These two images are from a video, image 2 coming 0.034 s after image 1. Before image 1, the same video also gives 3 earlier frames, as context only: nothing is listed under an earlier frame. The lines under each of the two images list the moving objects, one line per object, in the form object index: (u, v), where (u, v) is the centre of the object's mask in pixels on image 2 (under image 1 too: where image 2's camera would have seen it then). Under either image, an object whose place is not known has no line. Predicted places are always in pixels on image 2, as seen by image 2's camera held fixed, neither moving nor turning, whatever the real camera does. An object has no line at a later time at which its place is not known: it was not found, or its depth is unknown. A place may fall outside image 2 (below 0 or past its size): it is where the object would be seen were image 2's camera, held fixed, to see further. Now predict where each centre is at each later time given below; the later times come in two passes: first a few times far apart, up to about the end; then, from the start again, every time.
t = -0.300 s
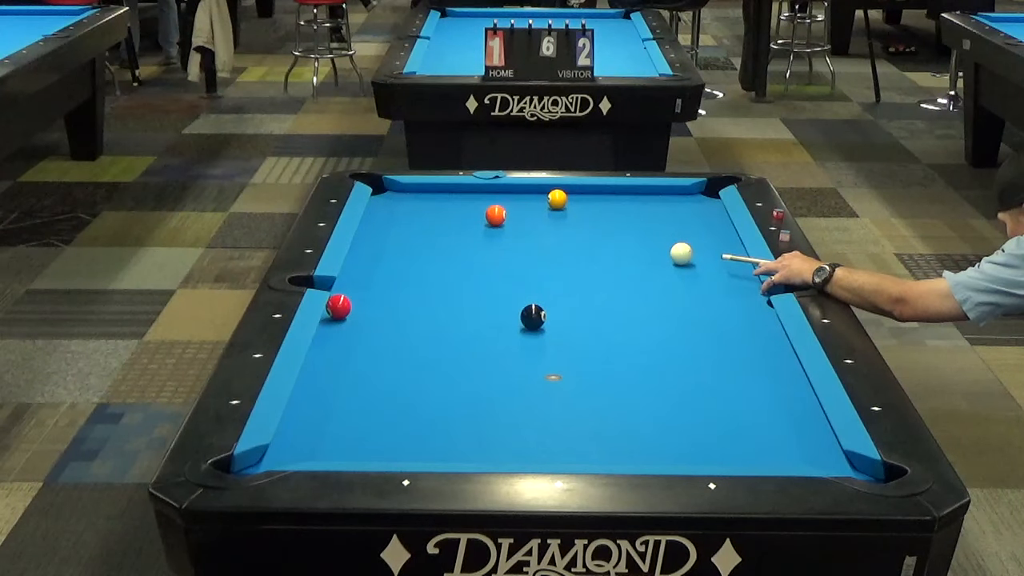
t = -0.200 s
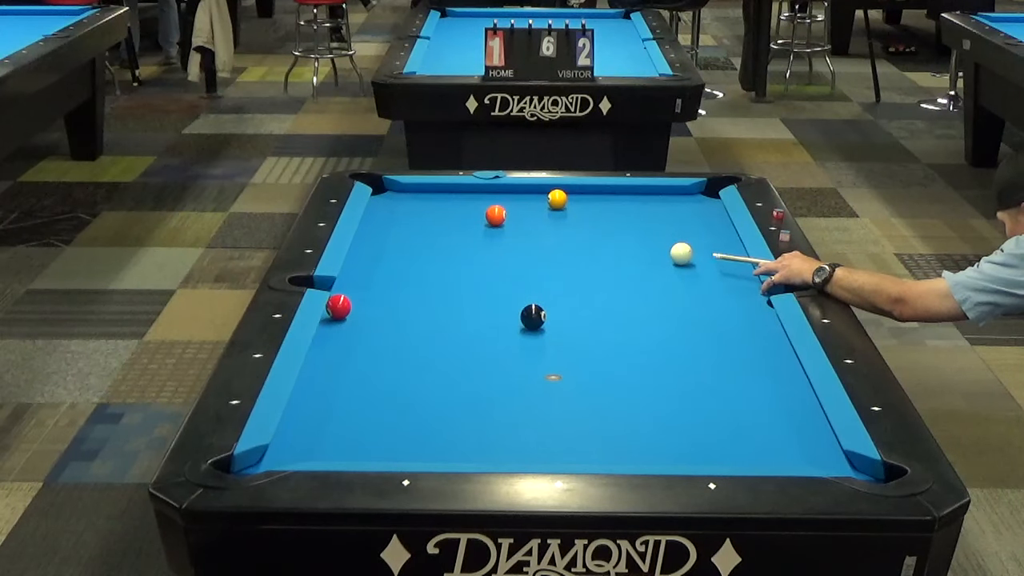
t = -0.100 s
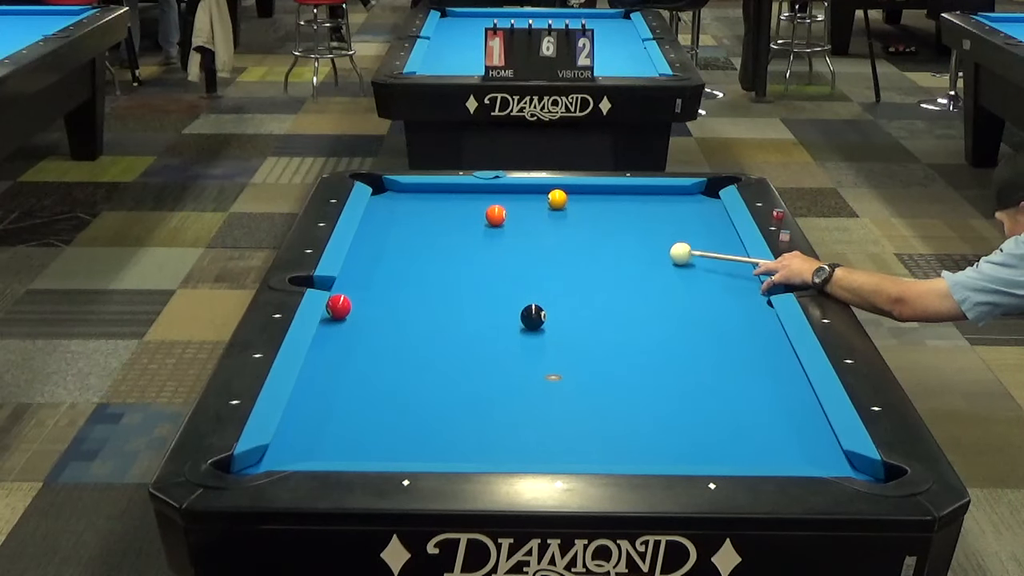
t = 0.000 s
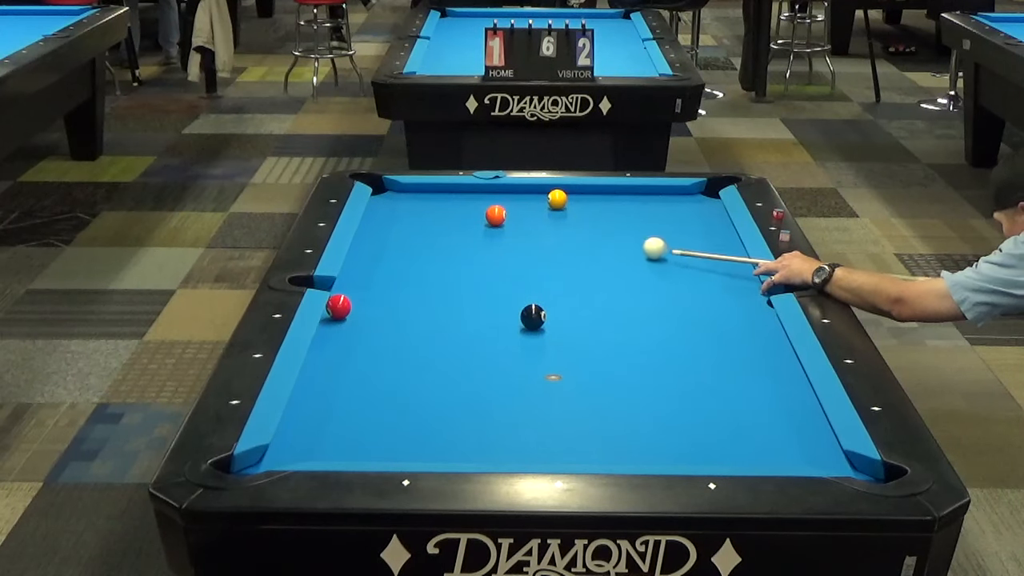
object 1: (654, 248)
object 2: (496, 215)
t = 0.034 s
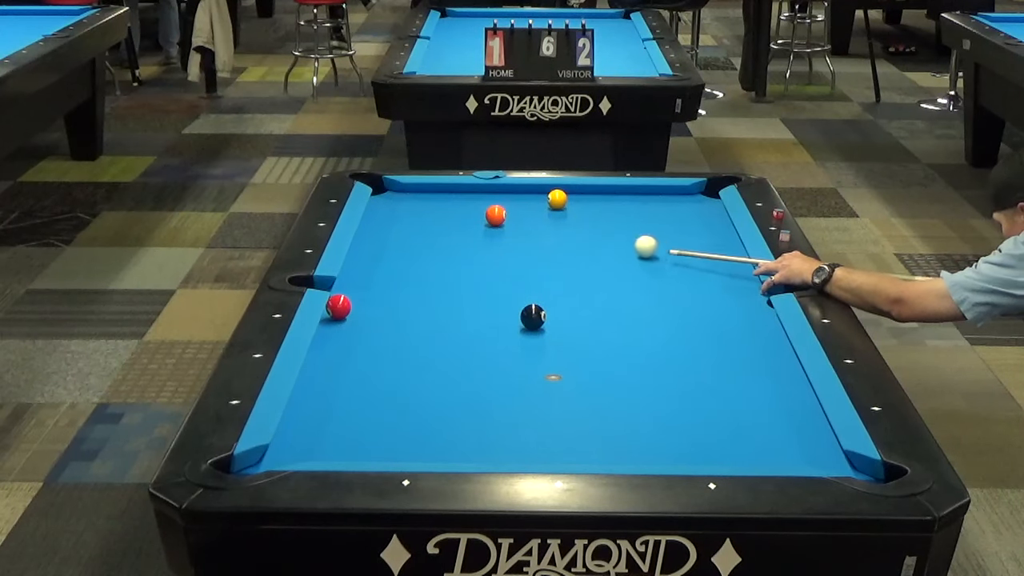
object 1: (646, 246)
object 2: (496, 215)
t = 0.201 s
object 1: (606, 238)
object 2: (496, 215)
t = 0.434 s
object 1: (553, 228)
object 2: (496, 215)
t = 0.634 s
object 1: (511, 220)
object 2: (494, 215)
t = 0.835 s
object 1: (498, 219)
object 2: (473, 209)
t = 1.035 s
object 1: (486, 219)
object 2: (453, 203)
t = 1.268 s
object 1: (473, 218)
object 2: (432, 197)
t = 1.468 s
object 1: (463, 218)
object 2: (415, 193)
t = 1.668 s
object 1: (454, 218)
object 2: (400, 189)
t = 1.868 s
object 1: (447, 217)
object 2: (385, 184)
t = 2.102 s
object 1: (440, 217)
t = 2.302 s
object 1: (436, 217)
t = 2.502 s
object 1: (432, 217)
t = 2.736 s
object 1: (430, 217)
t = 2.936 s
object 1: (429, 217)
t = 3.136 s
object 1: (429, 217)
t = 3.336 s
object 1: (429, 217)
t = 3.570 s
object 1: (429, 217)
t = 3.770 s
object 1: (429, 217)
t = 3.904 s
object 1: (429, 217)
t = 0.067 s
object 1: (638, 245)
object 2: (496, 215)
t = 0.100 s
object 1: (629, 243)
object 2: (496, 215)
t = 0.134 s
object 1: (622, 241)
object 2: (496, 215)
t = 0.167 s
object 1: (614, 240)
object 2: (496, 215)
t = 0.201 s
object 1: (606, 238)
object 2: (496, 215)
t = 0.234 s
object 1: (598, 237)
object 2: (496, 215)
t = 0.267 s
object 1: (590, 235)
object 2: (496, 215)
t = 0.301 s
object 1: (582, 234)
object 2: (496, 215)
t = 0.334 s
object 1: (575, 232)
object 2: (496, 215)
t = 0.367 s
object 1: (568, 231)
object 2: (496, 215)
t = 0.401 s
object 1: (560, 229)
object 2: (496, 215)
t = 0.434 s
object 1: (553, 228)
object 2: (496, 215)
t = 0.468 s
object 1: (546, 227)
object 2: (496, 215)
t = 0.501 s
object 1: (538, 225)
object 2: (496, 215)
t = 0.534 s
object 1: (531, 224)
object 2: (496, 215)
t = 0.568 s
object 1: (524, 222)
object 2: (496, 215)
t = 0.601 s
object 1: (517, 221)
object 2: (496, 215)
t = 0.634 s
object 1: (511, 220)
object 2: (494, 215)
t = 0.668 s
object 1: (509, 220)
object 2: (491, 214)
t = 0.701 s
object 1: (507, 220)
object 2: (487, 212)
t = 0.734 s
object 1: (504, 220)
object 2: (483, 212)
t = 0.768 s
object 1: (502, 220)
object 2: (479, 211)
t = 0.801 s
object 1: (500, 220)
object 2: (476, 210)
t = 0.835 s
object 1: (498, 219)
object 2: (473, 209)
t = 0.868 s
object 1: (496, 219)
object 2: (470, 208)
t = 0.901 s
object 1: (494, 219)
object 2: (466, 207)
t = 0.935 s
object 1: (492, 219)
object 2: (463, 206)
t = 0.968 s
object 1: (490, 219)
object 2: (459, 205)
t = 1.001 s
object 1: (488, 219)
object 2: (456, 204)
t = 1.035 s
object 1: (486, 219)
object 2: (453, 203)
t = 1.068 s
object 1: (484, 219)
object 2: (450, 203)
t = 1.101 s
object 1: (482, 219)
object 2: (447, 202)
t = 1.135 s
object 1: (480, 219)
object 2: (444, 201)
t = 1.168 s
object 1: (478, 219)
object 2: (441, 200)
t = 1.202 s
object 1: (476, 218)
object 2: (438, 199)
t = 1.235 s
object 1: (474, 218)
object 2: (435, 198)
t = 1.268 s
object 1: (473, 218)
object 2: (432, 197)
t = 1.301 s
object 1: (471, 218)
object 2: (429, 197)
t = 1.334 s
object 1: (469, 218)
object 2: (426, 196)
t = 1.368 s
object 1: (468, 218)
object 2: (424, 195)
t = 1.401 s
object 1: (466, 218)
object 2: (421, 194)
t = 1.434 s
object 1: (464, 218)
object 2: (418, 194)
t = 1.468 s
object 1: (463, 218)
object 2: (415, 193)
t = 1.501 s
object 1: (461, 218)
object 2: (412, 192)
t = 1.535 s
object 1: (460, 218)
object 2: (410, 192)
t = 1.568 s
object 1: (458, 218)
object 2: (407, 191)
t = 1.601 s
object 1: (457, 218)
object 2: (405, 190)
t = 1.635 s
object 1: (456, 218)
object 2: (402, 189)
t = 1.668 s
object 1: (454, 218)
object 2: (400, 189)
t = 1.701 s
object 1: (453, 218)
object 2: (397, 188)
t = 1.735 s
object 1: (452, 218)
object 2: (394, 188)
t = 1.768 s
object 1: (450, 218)
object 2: (392, 187)
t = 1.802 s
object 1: (449, 218)
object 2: (390, 186)
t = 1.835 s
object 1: (448, 218)
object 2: (387, 185)
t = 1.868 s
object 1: (447, 217)
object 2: (385, 184)
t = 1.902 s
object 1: (446, 217)
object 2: (383, 184)
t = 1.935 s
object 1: (445, 217)
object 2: (380, 184)
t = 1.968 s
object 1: (444, 217)
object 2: (378, 184)
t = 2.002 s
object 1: (443, 217)
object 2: (377, 187)
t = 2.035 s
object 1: (442, 217)
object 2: (376, 191)
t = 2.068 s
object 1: (441, 217)
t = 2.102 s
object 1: (440, 217)
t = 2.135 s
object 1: (439, 217)
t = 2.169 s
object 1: (438, 217)
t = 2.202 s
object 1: (438, 217)
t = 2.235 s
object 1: (437, 217)
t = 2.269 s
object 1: (436, 217)
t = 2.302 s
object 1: (436, 217)
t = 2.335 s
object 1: (435, 217)
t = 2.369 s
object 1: (434, 217)
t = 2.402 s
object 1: (434, 217)
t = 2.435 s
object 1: (433, 217)
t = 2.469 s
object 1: (433, 217)
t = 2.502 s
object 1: (432, 217)
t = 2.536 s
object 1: (432, 217)
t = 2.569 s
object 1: (431, 217)
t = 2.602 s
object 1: (431, 217)
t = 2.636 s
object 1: (431, 217)
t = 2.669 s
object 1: (430, 217)
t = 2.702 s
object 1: (430, 217)
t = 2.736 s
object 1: (430, 217)
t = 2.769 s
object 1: (429, 217)
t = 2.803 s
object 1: (429, 217)
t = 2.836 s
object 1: (429, 217)
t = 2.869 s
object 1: (429, 217)
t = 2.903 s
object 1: (429, 217)
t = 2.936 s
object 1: (429, 217)
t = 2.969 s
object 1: (429, 217)
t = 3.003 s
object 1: (429, 217)
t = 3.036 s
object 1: (429, 217)
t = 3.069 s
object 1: (429, 217)
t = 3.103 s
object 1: (429, 217)
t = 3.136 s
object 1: (429, 217)
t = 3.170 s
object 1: (429, 217)
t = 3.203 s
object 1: (429, 217)
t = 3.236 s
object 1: (429, 217)
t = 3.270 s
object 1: (429, 217)
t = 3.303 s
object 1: (429, 217)
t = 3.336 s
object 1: (429, 217)
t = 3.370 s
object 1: (429, 217)
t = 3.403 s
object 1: (429, 216)
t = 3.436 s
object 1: (429, 217)
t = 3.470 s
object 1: (429, 217)
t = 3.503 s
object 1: (429, 217)
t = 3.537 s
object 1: (429, 216)
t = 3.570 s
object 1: (429, 217)
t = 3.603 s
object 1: (429, 216)
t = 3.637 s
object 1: (429, 217)
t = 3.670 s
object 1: (429, 217)
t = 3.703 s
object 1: (429, 217)
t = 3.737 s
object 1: (429, 217)
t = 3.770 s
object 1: (429, 217)
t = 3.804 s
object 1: (429, 217)
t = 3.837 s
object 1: (429, 217)
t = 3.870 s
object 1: (429, 217)
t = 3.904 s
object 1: (429, 217)
